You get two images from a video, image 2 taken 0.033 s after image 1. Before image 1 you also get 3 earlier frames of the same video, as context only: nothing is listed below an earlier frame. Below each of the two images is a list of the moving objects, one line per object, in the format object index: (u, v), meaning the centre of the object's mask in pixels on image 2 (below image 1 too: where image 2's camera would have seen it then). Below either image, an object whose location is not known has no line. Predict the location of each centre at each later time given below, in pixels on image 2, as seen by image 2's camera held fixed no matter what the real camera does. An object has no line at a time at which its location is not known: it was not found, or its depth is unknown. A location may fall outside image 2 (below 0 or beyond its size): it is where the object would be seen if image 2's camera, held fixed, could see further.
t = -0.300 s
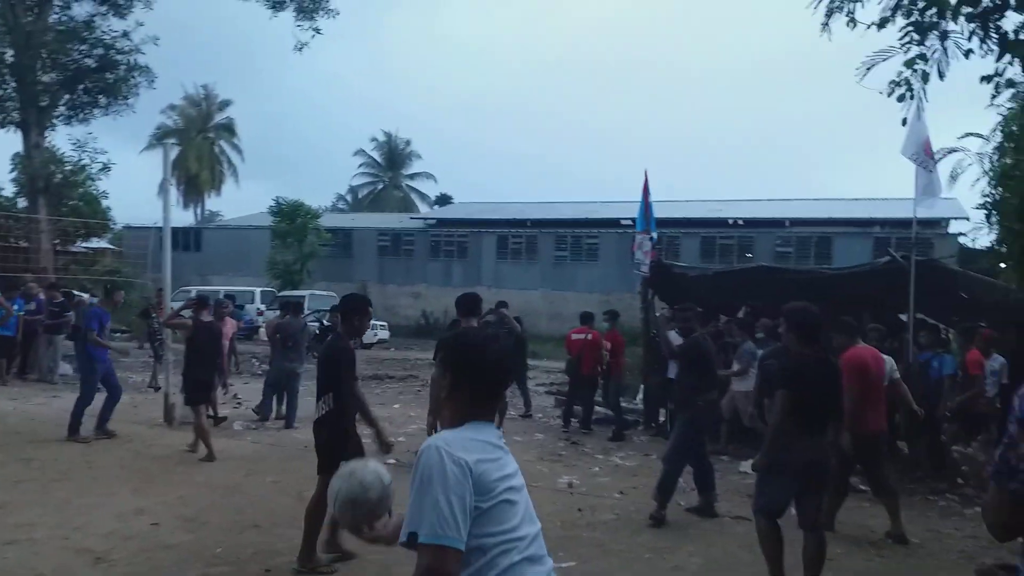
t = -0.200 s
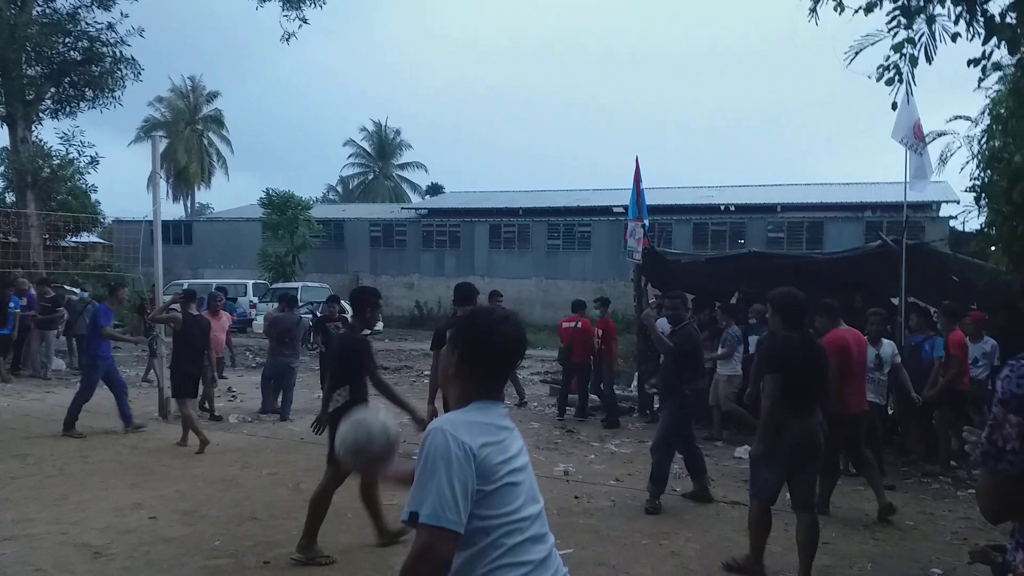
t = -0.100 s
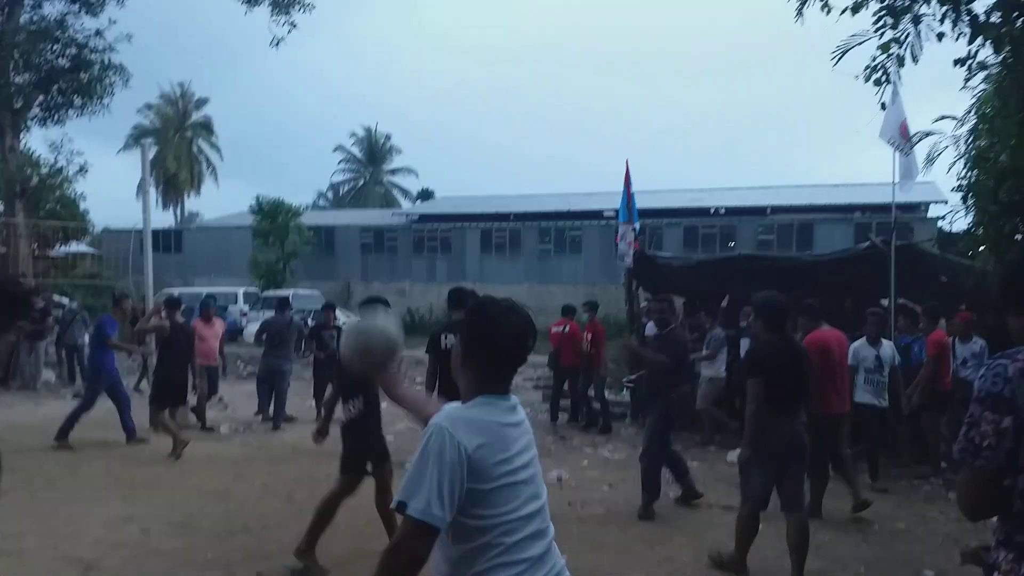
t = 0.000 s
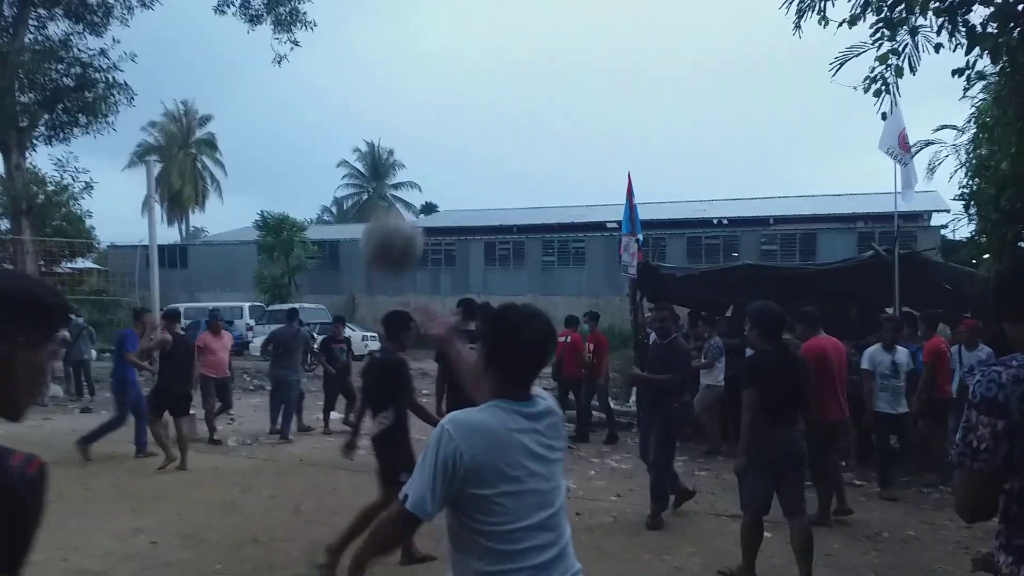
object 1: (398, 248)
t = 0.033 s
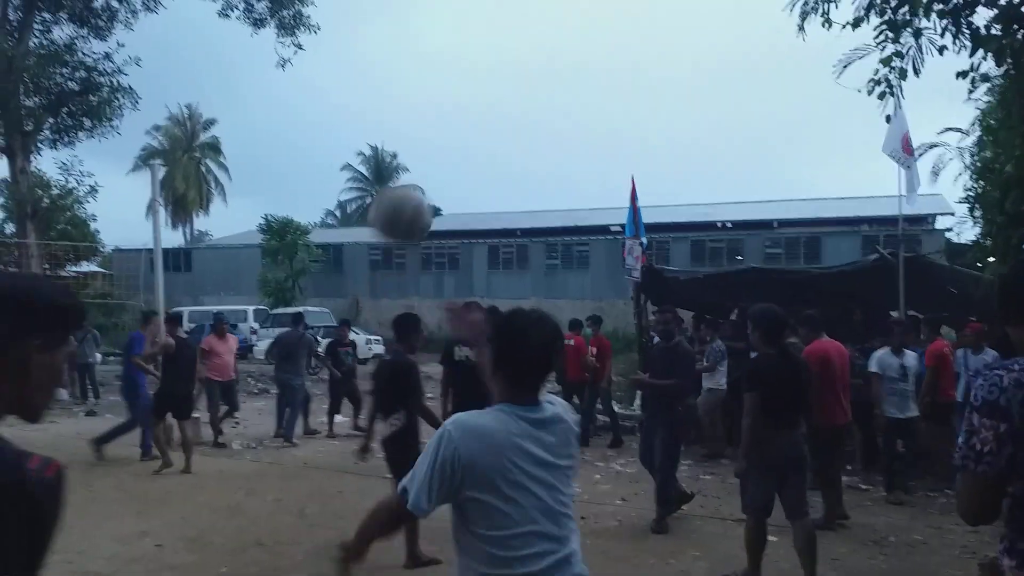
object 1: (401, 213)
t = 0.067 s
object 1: (402, 189)
